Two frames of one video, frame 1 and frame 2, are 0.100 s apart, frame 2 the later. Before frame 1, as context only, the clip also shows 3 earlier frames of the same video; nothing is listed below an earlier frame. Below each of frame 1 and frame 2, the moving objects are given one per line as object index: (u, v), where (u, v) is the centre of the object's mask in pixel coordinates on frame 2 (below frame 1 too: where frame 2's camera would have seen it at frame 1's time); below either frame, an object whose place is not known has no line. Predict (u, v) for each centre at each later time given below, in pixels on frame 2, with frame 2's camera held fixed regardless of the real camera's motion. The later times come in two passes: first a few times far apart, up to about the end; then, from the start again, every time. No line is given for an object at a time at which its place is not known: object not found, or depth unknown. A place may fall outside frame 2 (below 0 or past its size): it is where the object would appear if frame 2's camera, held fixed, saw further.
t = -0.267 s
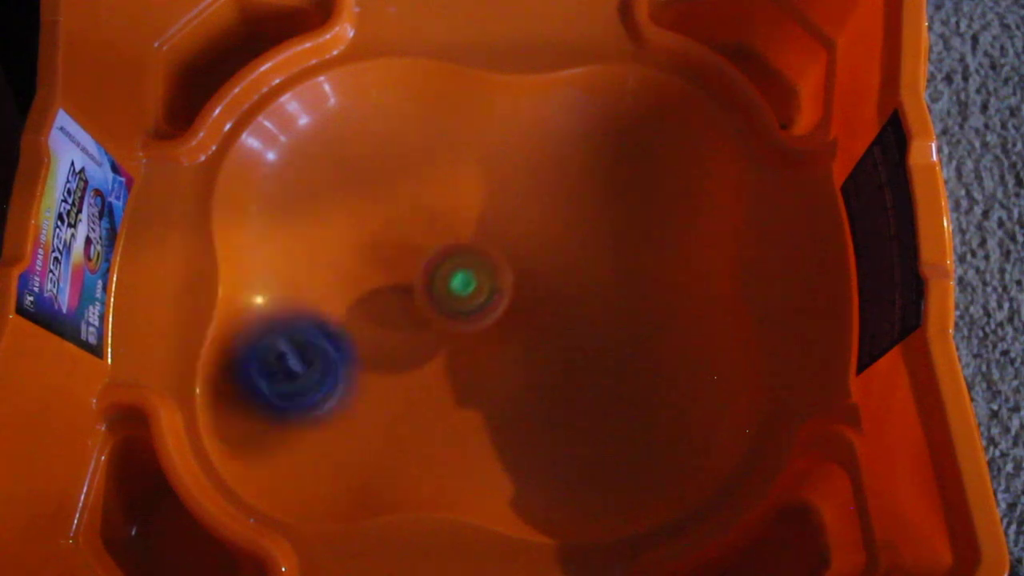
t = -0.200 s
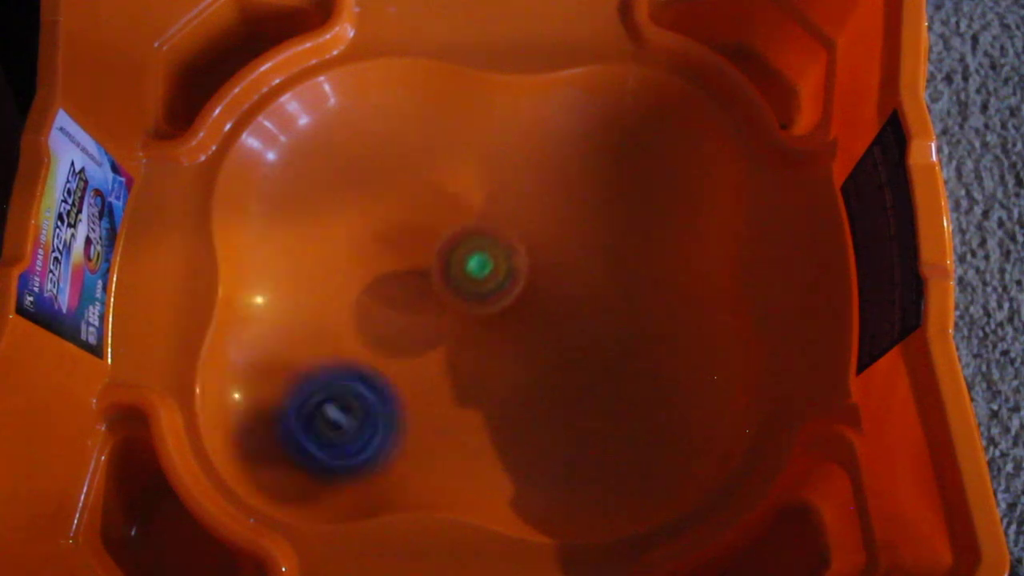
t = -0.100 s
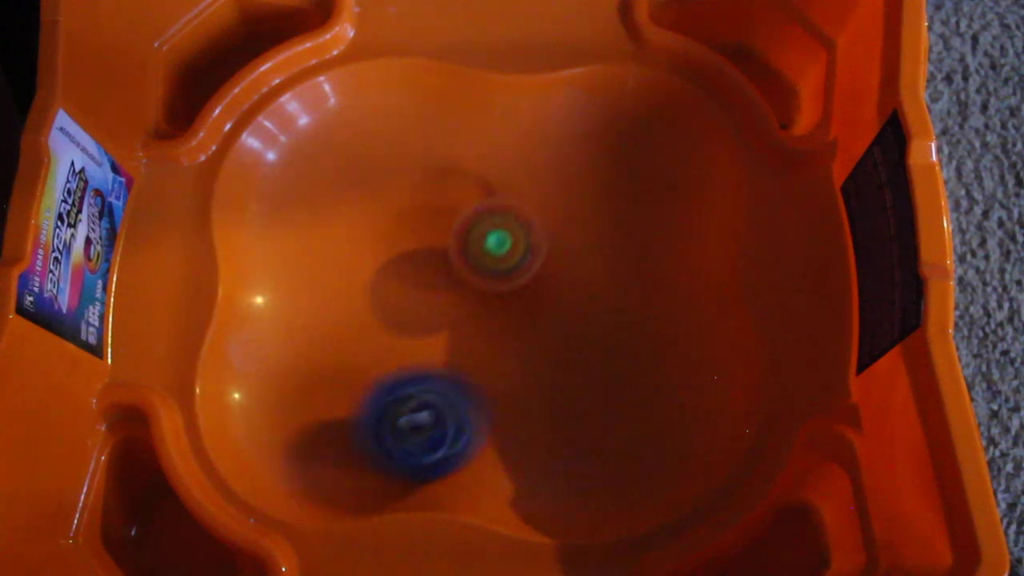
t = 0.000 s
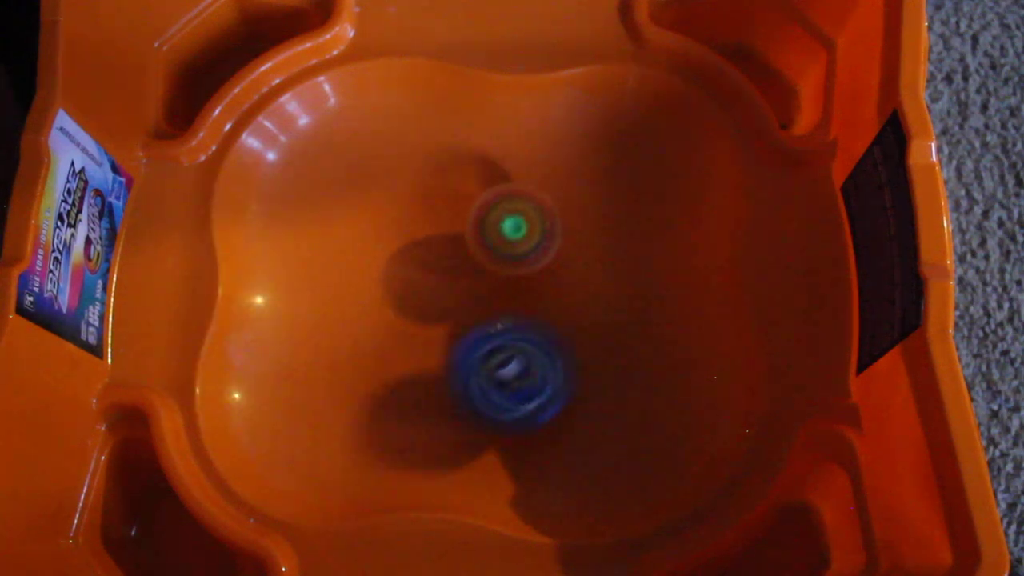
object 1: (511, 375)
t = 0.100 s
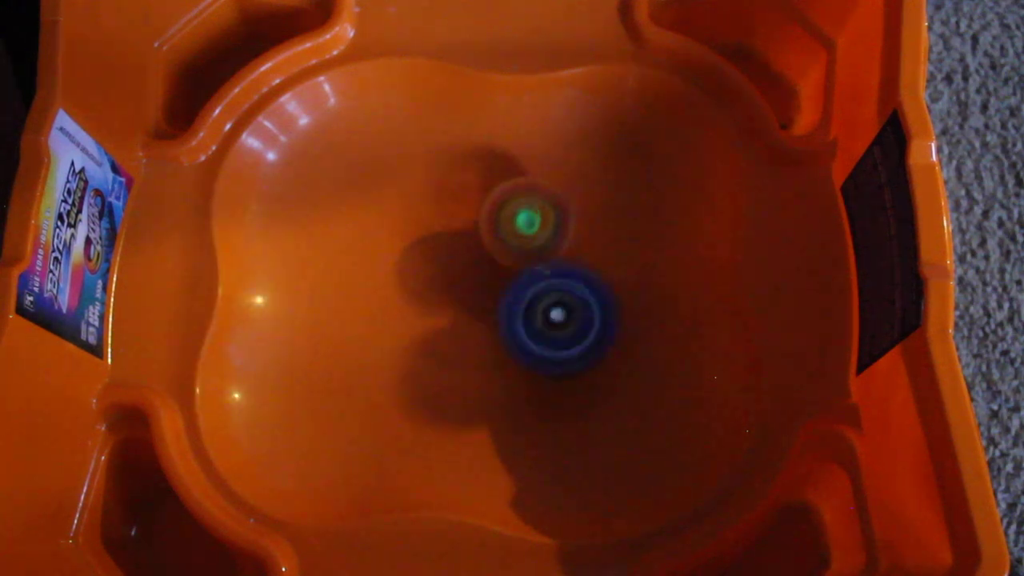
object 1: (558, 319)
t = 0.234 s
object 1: (580, 355)
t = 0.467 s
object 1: (568, 375)
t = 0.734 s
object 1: (579, 437)
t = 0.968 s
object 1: (628, 426)
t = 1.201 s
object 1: (503, 418)
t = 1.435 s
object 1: (424, 354)
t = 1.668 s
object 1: (301, 265)
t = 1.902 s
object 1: (380, 262)
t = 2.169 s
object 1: (535, 191)
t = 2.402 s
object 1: (654, 195)
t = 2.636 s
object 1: (623, 190)
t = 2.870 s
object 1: (588, 306)
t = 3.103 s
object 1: (569, 420)
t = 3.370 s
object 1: (580, 409)
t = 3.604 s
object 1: (616, 380)
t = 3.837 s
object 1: (647, 360)
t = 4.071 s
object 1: (566, 343)
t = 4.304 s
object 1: (547, 416)
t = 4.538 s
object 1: (557, 392)
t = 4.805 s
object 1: (566, 373)
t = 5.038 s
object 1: (561, 361)
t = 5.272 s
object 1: (546, 366)
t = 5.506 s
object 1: (531, 396)
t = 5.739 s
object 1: (535, 376)
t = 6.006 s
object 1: (567, 366)
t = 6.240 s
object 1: (572, 379)
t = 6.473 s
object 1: (581, 396)
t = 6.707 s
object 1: (552, 394)
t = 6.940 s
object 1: (502, 402)
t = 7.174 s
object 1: (533, 385)
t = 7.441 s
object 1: (561, 379)
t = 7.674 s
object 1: (526, 393)
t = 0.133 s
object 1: (568, 329)
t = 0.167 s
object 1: (574, 342)
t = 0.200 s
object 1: (578, 350)
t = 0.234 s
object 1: (580, 355)
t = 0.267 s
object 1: (580, 359)
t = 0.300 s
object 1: (580, 363)
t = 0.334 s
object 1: (579, 366)
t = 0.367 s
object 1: (576, 369)
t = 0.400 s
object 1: (574, 371)
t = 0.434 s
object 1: (571, 373)
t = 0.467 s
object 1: (568, 375)
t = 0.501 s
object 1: (564, 377)
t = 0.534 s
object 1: (558, 379)
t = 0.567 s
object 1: (554, 387)
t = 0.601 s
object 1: (554, 401)
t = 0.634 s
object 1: (555, 413)
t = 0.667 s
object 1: (560, 425)
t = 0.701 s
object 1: (566, 433)
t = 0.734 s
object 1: (579, 437)
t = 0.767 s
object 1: (593, 436)
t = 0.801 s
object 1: (601, 437)
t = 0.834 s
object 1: (610, 451)
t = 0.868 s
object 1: (616, 455)
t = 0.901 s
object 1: (622, 452)
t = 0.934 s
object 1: (627, 440)
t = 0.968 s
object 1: (628, 426)
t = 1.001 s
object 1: (625, 412)
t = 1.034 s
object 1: (617, 397)
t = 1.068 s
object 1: (601, 389)
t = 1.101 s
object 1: (574, 393)
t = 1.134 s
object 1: (546, 403)
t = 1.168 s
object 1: (523, 411)
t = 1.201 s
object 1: (503, 418)
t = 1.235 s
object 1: (486, 421)
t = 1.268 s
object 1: (477, 419)
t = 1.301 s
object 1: (472, 413)
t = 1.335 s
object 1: (465, 402)
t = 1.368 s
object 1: (455, 389)
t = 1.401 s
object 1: (441, 372)
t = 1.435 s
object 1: (424, 354)
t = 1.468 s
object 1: (404, 335)
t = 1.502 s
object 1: (382, 317)
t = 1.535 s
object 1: (362, 302)
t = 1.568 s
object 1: (341, 288)
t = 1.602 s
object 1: (322, 277)
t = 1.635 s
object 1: (308, 269)
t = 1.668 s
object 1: (301, 265)
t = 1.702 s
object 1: (299, 265)
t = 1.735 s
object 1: (304, 268)
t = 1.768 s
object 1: (313, 272)
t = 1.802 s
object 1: (326, 274)
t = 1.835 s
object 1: (341, 273)
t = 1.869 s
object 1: (360, 269)
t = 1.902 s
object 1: (380, 262)
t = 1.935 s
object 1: (400, 252)
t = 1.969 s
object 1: (423, 242)
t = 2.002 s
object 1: (444, 230)
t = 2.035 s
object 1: (464, 218)
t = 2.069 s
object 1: (483, 208)
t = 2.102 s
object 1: (501, 199)
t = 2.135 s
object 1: (519, 193)
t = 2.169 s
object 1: (535, 191)
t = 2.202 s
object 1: (553, 190)
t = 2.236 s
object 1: (569, 191)
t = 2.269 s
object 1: (587, 193)
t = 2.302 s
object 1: (606, 194)
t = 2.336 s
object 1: (623, 195)
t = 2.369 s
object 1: (640, 195)
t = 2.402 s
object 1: (654, 195)
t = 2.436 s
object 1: (662, 192)
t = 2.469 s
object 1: (666, 189)
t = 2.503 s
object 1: (665, 184)
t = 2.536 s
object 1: (659, 180)
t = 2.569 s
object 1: (650, 179)
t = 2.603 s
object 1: (638, 182)
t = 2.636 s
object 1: (623, 190)
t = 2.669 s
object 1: (606, 203)
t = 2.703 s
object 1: (590, 216)
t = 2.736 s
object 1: (587, 237)
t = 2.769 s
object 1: (590, 255)
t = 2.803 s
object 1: (591, 273)
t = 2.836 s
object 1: (590, 289)
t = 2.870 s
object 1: (588, 306)
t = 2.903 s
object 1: (588, 322)
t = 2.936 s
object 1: (584, 339)
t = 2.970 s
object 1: (583, 355)
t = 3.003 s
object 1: (579, 374)
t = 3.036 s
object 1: (575, 391)
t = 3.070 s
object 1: (572, 407)
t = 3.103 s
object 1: (569, 420)
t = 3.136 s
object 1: (570, 432)
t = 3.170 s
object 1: (573, 439)
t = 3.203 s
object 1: (577, 444)
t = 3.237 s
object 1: (579, 444)
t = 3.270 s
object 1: (582, 440)
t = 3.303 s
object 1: (586, 432)
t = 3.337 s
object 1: (586, 423)
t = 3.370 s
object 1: (580, 409)
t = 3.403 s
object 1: (572, 393)
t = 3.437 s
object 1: (562, 377)
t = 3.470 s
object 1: (560, 373)
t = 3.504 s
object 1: (570, 374)
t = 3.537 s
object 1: (586, 376)
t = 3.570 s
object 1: (602, 377)
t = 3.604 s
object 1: (616, 380)
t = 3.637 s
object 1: (629, 378)
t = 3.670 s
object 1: (639, 378)
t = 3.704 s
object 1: (646, 374)
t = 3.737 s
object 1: (651, 371)
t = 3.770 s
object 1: (651, 367)
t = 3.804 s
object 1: (651, 364)
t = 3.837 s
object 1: (647, 360)
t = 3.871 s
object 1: (642, 356)
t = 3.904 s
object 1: (633, 353)
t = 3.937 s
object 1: (622, 350)
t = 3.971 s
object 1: (609, 347)
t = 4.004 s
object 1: (594, 345)
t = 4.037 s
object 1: (579, 342)
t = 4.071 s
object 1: (566, 343)
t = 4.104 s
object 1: (556, 358)
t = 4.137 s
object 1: (556, 366)
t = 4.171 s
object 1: (552, 378)
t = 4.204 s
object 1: (550, 387)
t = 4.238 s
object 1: (549, 398)
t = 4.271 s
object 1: (547, 408)
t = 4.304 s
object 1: (547, 416)
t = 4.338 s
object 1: (548, 421)
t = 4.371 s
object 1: (550, 423)
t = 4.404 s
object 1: (551, 421)
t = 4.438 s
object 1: (555, 417)
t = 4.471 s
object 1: (557, 412)
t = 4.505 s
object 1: (556, 402)
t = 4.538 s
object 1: (557, 392)
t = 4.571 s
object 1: (555, 381)
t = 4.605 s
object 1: (552, 374)
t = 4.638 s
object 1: (552, 373)
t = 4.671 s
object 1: (553, 370)
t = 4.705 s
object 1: (560, 371)
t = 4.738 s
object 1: (562, 373)
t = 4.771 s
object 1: (565, 373)
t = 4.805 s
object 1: (566, 373)
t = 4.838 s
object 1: (566, 372)
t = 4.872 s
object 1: (567, 368)
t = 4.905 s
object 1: (569, 367)
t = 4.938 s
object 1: (566, 366)
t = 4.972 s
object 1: (564, 361)
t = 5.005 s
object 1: (563, 357)
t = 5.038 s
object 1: (561, 361)
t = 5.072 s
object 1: (556, 366)
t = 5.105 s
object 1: (555, 364)
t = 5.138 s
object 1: (556, 366)
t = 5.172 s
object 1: (555, 369)
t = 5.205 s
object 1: (552, 369)
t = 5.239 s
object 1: (548, 366)
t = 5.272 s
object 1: (546, 366)
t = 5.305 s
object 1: (542, 369)
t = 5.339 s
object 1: (537, 368)
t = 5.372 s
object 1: (534, 375)
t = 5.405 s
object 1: (529, 384)
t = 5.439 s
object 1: (528, 388)
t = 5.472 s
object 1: (529, 391)
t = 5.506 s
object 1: (531, 396)
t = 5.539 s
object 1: (530, 400)
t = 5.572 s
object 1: (528, 401)
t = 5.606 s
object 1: (527, 398)
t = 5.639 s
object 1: (529, 391)
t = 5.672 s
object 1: (533, 386)
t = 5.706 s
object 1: (535, 382)
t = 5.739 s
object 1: (535, 376)
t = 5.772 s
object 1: (536, 365)
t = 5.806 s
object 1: (539, 369)
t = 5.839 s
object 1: (532, 374)
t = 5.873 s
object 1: (535, 366)
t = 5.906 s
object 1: (543, 367)
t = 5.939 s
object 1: (549, 364)
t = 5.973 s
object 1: (556, 367)
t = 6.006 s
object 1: (567, 366)
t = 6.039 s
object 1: (573, 369)
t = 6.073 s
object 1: (574, 371)
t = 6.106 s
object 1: (573, 370)
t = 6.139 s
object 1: (572, 369)
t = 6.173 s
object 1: (569, 367)
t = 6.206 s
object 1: (570, 374)
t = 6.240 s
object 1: (572, 379)
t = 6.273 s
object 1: (574, 382)
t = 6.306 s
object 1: (577, 384)
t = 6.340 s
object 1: (581, 387)
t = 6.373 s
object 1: (581, 389)
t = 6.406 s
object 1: (580, 392)
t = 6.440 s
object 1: (581, 394)
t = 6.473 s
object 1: (581, 396)
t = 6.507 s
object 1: (580, 397)
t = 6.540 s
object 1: (578, 400)
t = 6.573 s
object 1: (574, 400)
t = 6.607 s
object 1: (569, 400)
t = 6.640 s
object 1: (563, 399)
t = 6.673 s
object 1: (559, 397)
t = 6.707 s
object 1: (552, 394)
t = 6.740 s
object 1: (544, 392)
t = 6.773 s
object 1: (535, 389)
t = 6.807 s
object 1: (528, 389)
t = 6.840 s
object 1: (519, 392)
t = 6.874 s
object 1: (512, 396)
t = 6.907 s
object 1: (505, 399)
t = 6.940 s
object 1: (502, 402)
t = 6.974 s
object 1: (501, 402)
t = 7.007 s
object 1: (503, 401)
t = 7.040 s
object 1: (506, 399)
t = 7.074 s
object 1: (512, 395)
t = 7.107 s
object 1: (519, 392)
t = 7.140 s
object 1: (526, 388)
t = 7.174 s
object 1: (533, 385)
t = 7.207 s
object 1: (539, 381)
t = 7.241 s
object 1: (544, 378)
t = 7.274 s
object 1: (548, 377)
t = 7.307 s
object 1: (554, 378)
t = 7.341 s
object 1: (557, 379)
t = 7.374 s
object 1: (559, 380)
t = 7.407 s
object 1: (560, 380)
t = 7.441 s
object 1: (561, 379)
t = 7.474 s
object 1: (559, 379)
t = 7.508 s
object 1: (557, 378)
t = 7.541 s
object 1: (554, 378)
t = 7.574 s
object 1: (547, 380)
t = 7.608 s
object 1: (539, 384)
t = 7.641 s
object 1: (532, 387)
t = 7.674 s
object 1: (526, 393)
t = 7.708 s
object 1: (522, 398)
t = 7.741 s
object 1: (520, 399)
